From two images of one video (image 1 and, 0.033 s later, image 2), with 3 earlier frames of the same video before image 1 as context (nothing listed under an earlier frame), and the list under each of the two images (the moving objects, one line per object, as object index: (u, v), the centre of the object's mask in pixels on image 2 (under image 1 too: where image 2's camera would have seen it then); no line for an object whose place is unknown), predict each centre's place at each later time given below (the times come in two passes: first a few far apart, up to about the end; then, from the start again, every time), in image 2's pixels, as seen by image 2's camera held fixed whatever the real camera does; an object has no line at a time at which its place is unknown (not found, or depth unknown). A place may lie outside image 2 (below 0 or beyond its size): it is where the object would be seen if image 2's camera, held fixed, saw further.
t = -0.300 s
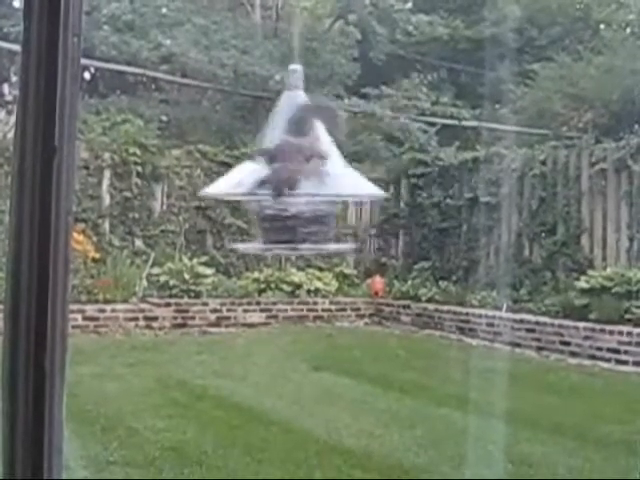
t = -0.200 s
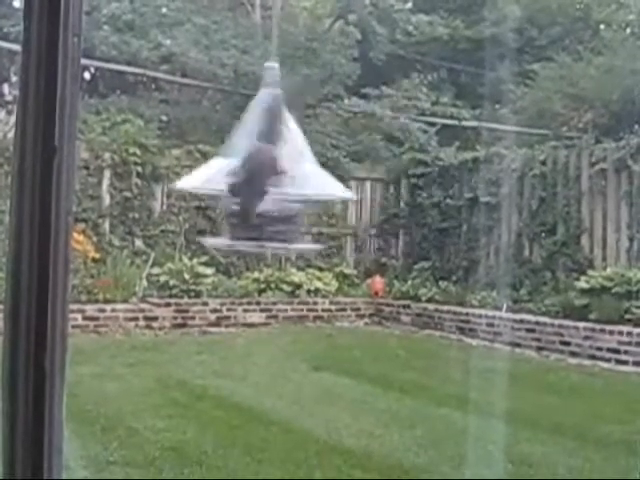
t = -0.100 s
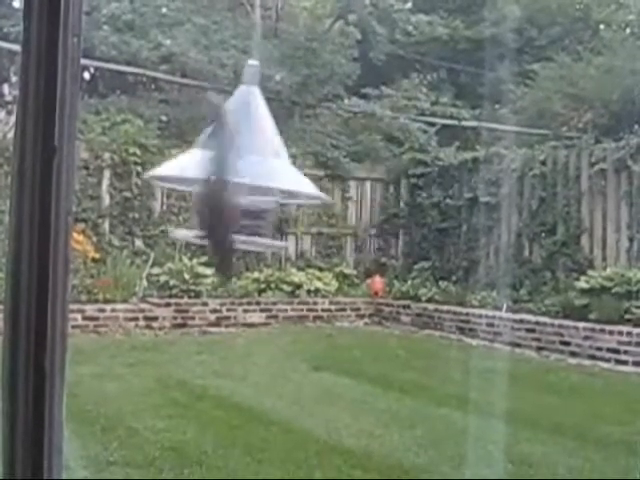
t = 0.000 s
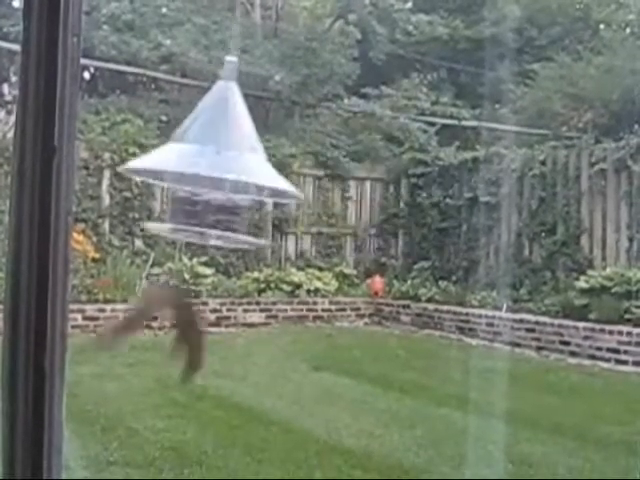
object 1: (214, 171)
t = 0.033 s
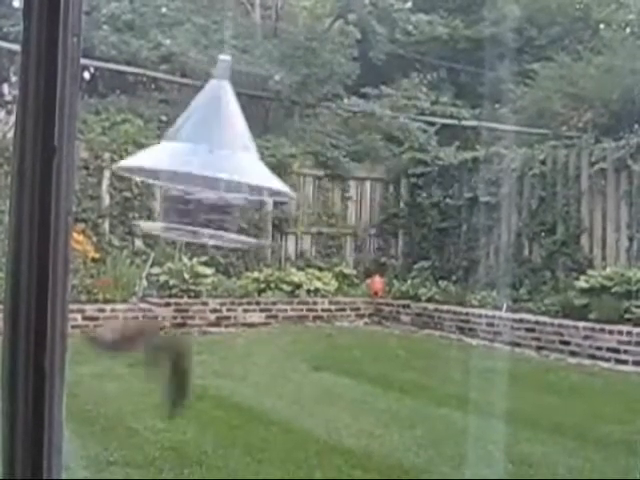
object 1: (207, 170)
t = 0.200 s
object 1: (179, 165)
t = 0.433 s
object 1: (172, 164)
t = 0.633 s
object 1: (192, 168)
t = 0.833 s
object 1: (235, 175)
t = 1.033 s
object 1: (289, 177)
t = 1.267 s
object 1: (349, 177)
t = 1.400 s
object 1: (373, 174)
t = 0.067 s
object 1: (200, 169)
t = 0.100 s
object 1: (194, 168)
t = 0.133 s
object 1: (188, 166)
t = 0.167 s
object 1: (182, 166)
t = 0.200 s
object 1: (179, 165)
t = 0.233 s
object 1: (176, 165)
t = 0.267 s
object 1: (173, 164)
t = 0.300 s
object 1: (172, 164)
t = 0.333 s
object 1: (171, 165)
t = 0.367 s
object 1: (171, 165)
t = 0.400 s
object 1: (171, 164)
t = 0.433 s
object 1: (172, 164)
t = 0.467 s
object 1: (173, 164)
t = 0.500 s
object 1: (176, 164)
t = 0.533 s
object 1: (179, 164)
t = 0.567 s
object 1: (183, 166)
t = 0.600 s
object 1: (187, 167)
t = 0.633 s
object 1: (192, 168)
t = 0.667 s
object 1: (199, 170)
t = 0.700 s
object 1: (205, 171)
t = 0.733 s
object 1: (212, 172)
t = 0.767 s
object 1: (219, 173)
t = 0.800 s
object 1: (227, 175)
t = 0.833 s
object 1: (235, 175)
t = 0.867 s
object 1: (244, 176)
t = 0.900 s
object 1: (252, 176)
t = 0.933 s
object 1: (261, 178)
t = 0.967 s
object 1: (270, 178)
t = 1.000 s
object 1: (280, 178)
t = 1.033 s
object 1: (289, 177)
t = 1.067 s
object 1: (298, 177)
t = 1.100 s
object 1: (307, 178)
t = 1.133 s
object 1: (316, 177)
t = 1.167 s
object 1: (326, 177)
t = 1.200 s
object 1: (333, 178)
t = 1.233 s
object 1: (342, 176)
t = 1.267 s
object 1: (349, 177)
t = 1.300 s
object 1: (357, 175)
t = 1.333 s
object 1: (363, 175)
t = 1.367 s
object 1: (368, 175)
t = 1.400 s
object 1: (373, 174)
